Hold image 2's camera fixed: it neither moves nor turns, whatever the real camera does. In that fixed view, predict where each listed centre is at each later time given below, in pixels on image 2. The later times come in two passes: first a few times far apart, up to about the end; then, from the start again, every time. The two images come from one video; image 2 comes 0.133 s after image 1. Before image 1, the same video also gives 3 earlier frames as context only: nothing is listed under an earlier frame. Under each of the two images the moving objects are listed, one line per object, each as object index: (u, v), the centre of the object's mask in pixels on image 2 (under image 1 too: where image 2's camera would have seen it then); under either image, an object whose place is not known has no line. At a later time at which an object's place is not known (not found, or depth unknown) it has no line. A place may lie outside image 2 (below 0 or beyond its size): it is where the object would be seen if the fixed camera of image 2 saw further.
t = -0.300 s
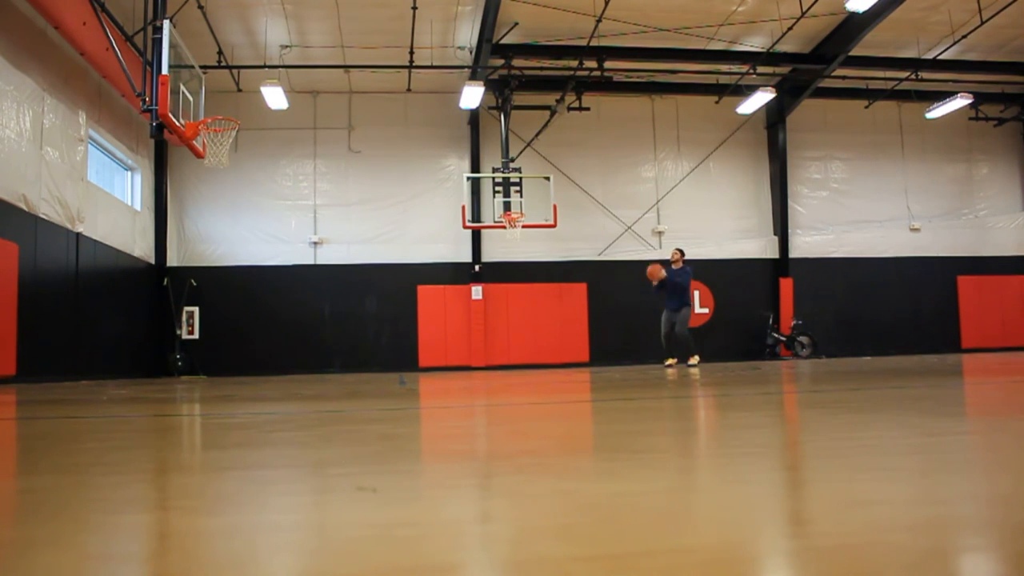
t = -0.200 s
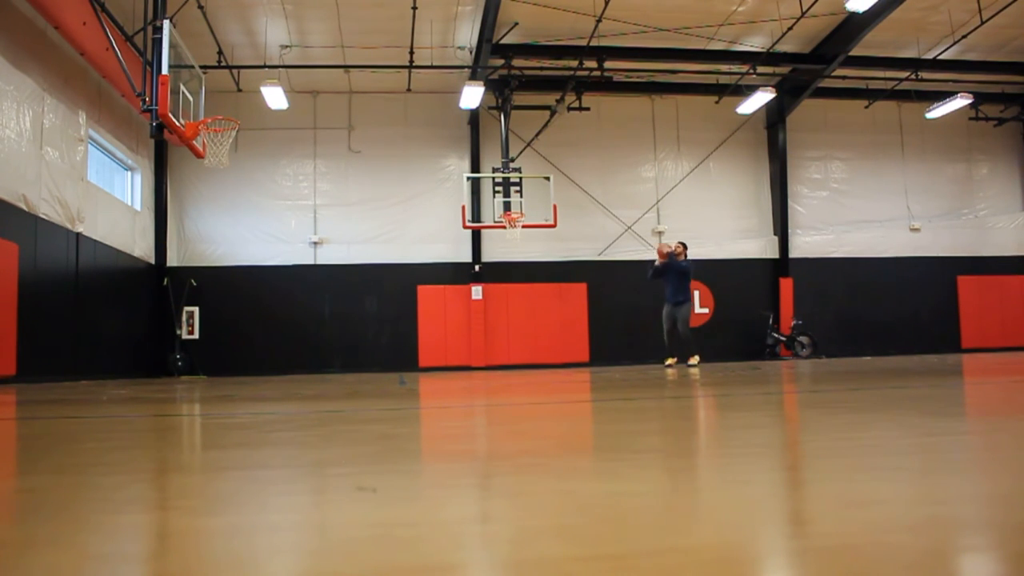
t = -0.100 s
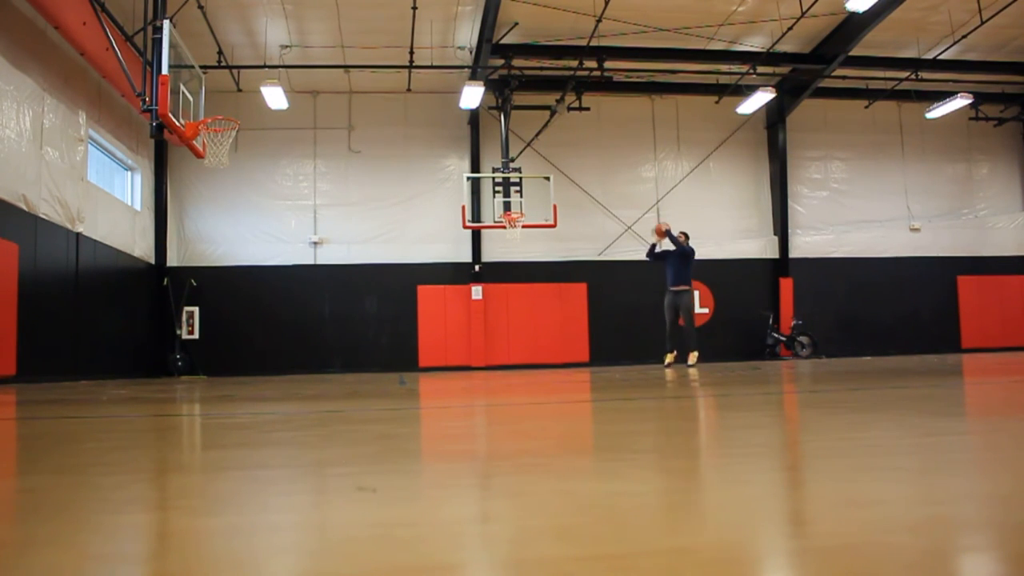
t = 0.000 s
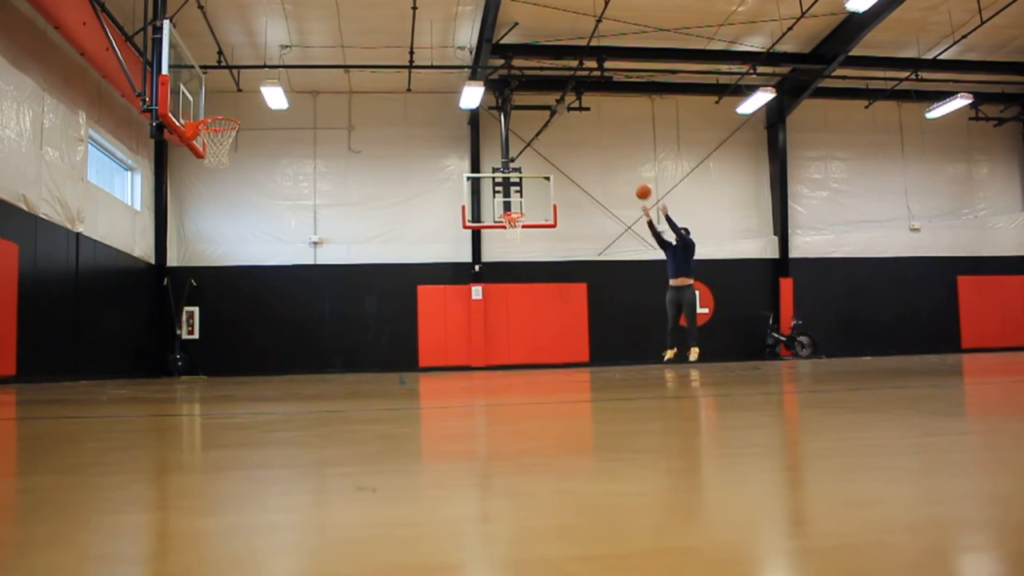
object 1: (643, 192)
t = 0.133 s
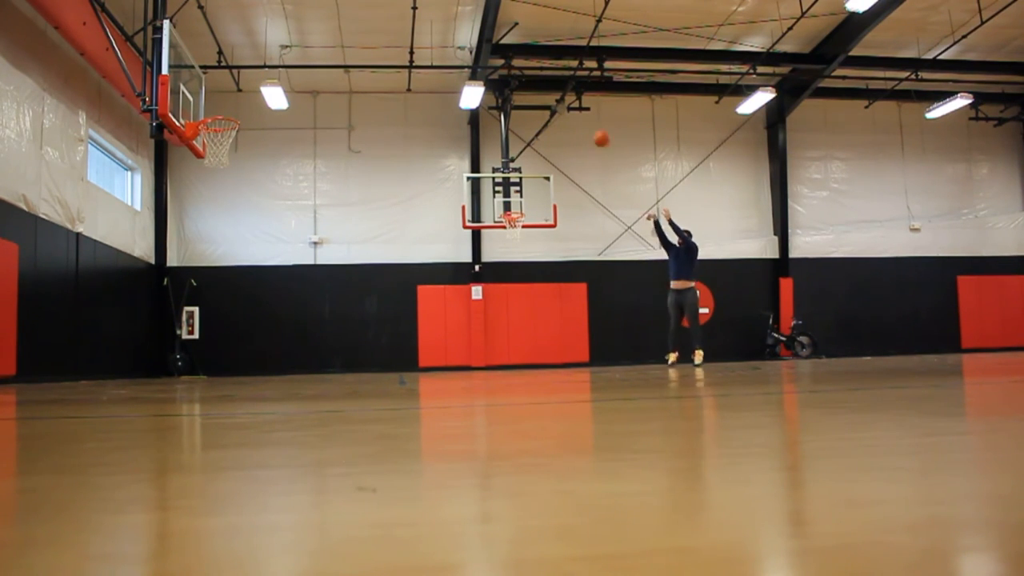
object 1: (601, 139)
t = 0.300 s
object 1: (548, 86)
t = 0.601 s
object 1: (449, 36)
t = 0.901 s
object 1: (343, 44)
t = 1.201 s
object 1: (229, 119)
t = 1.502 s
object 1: (240, 167)
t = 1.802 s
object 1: (278, 273)
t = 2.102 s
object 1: (310, 320)
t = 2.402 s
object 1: (335, 245)
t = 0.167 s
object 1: (590, 127)
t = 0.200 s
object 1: (580, 115)
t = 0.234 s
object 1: (569, 105)
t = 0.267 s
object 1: (558, 96)
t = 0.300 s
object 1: (548, 86)
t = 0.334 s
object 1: (537, 78)
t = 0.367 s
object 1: (526, 71)
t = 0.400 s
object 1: (515, 64)
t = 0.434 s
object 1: (504, 57)
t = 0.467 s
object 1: (494, 51)
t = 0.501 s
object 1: (483, 46)
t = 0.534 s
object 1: (472, 42)
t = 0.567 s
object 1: (461, 39)
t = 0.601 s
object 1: (449, 36)
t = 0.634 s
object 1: (438, 34)
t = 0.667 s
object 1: (427, 32)
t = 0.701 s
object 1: (415, 32)
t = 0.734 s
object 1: (404, 32)
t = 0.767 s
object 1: (391, 33)
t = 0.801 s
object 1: (380, 35)
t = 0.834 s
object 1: (367, 37)
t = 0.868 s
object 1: (355, 40)
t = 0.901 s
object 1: (343, 44)
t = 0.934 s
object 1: (331, 49)
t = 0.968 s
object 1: (318, 55)
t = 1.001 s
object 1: (305, 61)
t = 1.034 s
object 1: (293, 69)
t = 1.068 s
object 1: (280, 77)
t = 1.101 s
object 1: (267, 86)
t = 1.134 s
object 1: (254, 98)
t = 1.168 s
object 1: (240, 109)
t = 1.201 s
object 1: (229, 119)
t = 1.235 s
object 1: (216, 125)
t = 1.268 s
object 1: (208, 129)
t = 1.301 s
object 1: (212, 133)
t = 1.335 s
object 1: (218, 139)
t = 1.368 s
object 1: (223, 145)
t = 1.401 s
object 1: (227, 151)
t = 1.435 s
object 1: (232, 155)
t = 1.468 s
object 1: (236, 160)
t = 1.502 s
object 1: (240, 167)
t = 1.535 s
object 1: (244, 175)
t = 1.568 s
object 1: (248, 184)
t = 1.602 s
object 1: (252, 194)
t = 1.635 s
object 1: (256, 204)
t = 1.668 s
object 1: (261, 216)
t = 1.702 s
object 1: (265, 228)
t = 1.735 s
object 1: (269, 242)
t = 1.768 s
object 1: (274, 257)
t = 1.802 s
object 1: (278, 273)
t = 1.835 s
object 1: (282, 289)
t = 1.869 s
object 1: (287, 306)
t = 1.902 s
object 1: (291, 325)
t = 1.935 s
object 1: (295, 344)
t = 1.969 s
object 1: (300, 364)
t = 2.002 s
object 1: (303, 362)
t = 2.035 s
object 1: (305, 348)
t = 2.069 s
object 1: (308, 333)
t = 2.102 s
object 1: (310, 320)
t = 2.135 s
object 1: (313, 308)
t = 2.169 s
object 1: (316, 297)
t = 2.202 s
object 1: (318, 287)
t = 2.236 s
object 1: (321, 277)
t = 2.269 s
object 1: (324, 270)
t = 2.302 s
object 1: (327, 262)
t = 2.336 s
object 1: (329, 256)
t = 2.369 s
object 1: (332, 250)
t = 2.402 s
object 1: (335, 245)
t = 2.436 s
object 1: (338, 242)
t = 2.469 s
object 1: (340, 239)
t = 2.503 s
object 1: (343, 237)
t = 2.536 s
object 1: (346, 237)
